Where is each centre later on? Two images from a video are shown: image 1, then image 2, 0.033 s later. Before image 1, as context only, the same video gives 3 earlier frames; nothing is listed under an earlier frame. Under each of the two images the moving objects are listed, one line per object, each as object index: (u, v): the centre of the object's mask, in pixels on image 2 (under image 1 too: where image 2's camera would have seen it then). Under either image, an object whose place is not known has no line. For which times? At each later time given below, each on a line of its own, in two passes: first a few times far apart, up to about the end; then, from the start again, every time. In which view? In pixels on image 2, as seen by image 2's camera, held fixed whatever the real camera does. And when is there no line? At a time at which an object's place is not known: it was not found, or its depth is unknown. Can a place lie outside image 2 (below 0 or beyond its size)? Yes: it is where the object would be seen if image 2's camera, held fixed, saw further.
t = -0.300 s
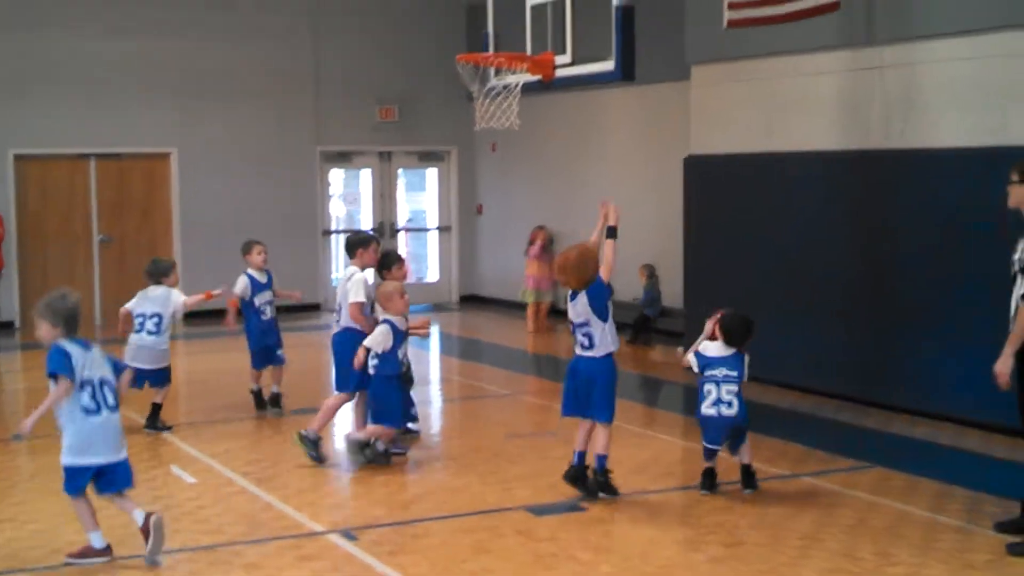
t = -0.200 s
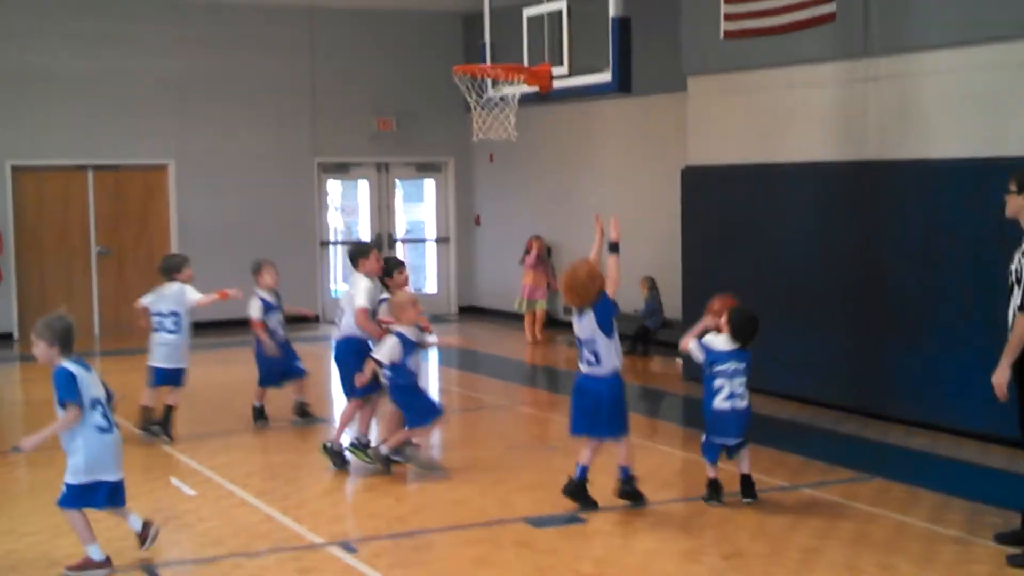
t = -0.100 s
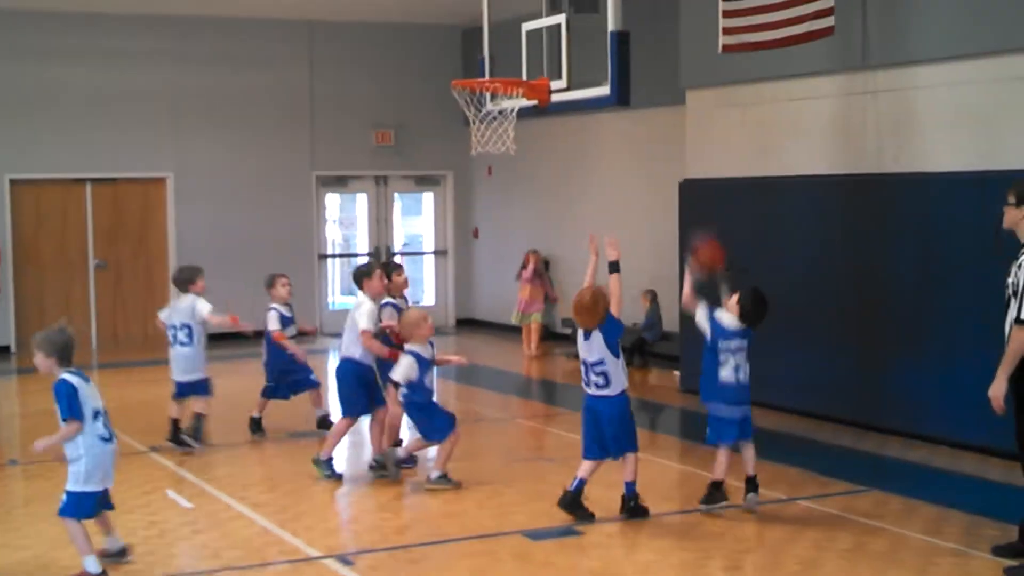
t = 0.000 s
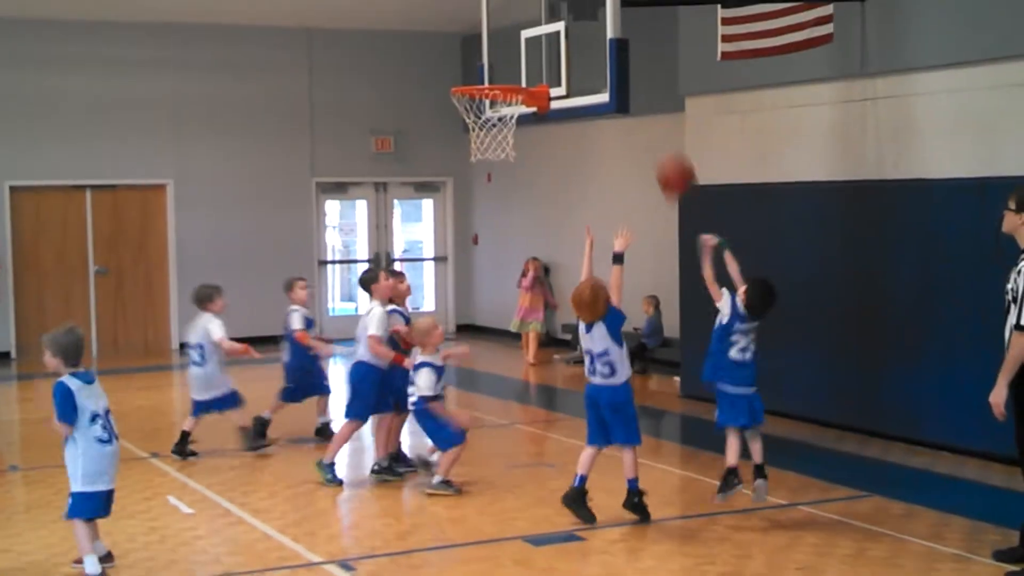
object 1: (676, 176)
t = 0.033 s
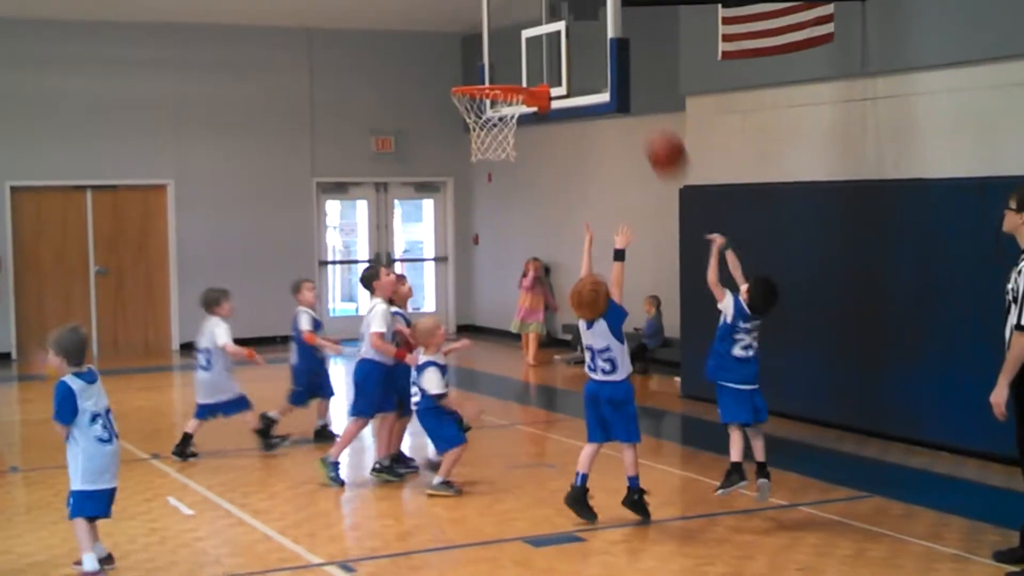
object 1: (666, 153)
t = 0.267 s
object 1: (595, 49)
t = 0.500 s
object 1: (529, 52)
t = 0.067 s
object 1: (656, 133)
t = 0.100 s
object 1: (645, 114)
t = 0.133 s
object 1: (635, 96)
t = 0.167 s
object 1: (626, 81)
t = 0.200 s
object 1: (615, 67)
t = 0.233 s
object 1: (604, 56)
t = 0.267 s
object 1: (595, 49)
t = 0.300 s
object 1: (585, 43)
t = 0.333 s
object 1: (577, 40)
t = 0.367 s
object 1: (568, 39)
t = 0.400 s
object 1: (559, 39)
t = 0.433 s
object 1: (548, 42)
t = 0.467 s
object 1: (539, 46)
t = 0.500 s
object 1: (529, 52)
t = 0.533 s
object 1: (520, 59)
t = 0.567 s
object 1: (511, 69)
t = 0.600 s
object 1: (504, 78)
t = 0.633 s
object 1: (495, 91)
